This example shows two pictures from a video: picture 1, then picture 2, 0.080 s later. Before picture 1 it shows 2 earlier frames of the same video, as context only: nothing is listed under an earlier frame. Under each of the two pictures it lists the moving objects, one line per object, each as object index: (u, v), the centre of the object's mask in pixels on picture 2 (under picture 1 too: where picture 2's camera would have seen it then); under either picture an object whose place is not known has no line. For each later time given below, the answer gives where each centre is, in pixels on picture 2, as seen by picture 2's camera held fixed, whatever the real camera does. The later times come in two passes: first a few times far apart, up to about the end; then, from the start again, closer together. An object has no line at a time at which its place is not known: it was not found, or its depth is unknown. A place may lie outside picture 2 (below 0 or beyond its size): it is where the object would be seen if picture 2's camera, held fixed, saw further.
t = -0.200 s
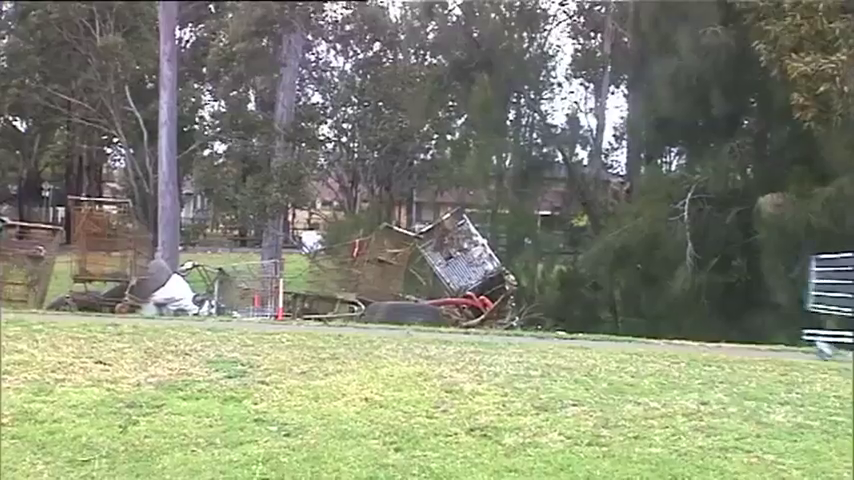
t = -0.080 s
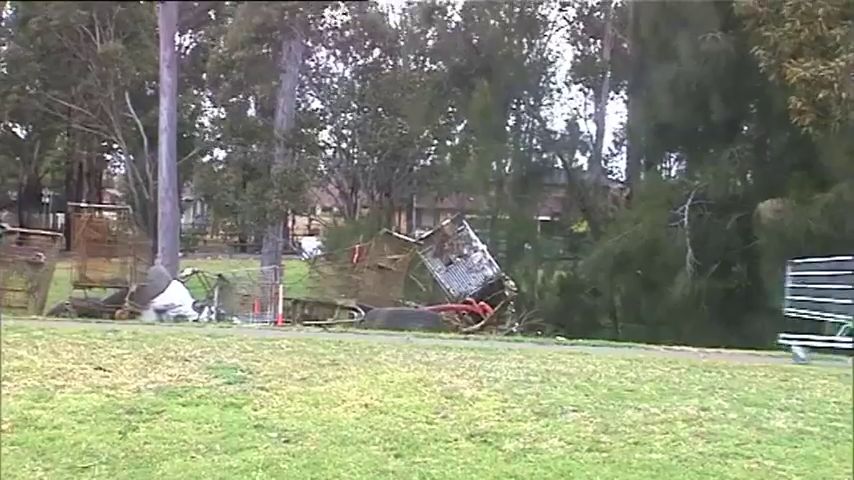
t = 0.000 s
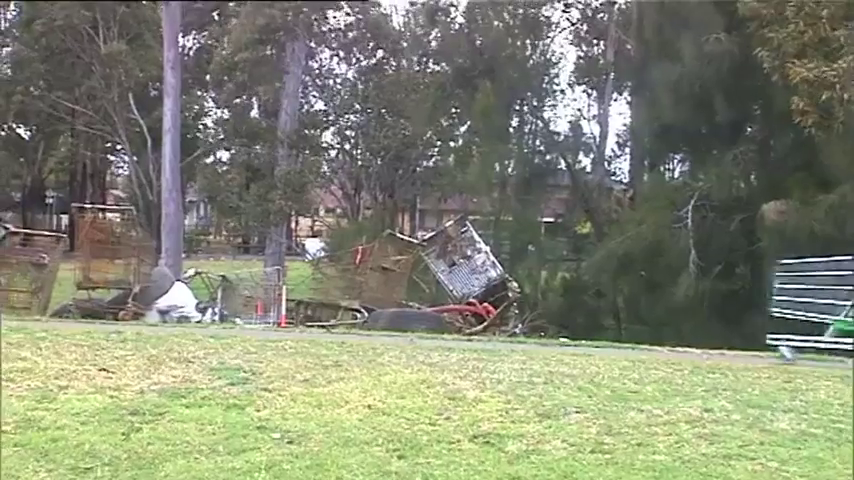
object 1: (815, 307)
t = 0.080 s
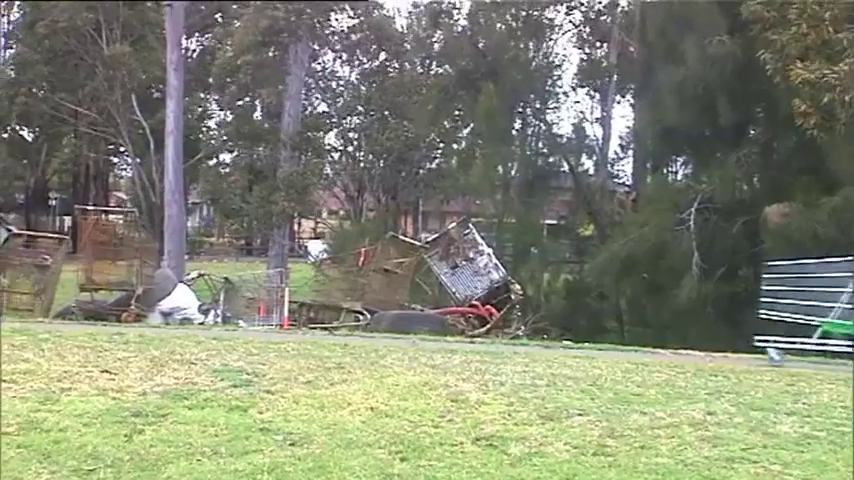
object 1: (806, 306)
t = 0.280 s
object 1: (779, 302)
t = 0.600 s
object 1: (727, 299)
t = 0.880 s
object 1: (688, 297)
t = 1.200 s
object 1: (648, 295)
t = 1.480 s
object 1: (618, 293)
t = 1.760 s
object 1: (594, 290)
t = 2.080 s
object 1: (571, 289)
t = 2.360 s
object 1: (556, 287)
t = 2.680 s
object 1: (543, 286)
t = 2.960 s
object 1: (536, 285)
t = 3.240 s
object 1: (525, 283)
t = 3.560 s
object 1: (519, 282)
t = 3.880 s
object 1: (510, 282)
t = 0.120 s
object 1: (801, 306)
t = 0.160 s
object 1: (797, 305)
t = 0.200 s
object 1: (792, 304)
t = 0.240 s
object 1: (785, 304)
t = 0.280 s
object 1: (779, 302)
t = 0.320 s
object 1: (772, 302)
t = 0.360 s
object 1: (765, 302)
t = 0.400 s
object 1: (759, 301)
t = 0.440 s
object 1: (752, 301)
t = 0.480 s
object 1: (746, 300)
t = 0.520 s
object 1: (740, 300)
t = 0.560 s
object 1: (733, 300)
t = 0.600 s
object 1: (727, 299)
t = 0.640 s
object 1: (722, 299)
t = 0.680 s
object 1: (716, 299)
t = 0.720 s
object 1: (710, 299)
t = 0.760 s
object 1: (704, 299)
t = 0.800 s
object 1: (699, 298)
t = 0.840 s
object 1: (693, 298)
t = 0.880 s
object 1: (688, 297)
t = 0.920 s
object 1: (682, 297)
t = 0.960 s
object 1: (677, 297)
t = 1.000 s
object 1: (672, 296)
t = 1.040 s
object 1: (667, 296)
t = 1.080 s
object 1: (662, 296)
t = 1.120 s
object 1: (658, 295)
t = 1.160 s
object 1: (652, 295)
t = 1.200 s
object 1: (648, 295)
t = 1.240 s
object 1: (644, 295)
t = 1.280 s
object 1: (639, 295)
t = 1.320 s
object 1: (635, 294)
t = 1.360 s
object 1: (631, 294)
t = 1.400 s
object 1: (626, 294)
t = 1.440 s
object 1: (622, 293)
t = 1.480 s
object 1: (618, 293)
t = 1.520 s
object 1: (615, 292)
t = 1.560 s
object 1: (611, 292)
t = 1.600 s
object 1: (608, 292)
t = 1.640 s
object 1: (604, 291)
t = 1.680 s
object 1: (601, 291)
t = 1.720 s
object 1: (598, 291)
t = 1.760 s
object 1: (594, 290)
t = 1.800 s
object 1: (591, 290)
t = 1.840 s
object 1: (588, 290)
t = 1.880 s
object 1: (585, 290)
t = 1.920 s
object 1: (582, 290)
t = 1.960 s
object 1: (579, 289)
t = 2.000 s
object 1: (577, 289)
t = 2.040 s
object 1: (574, 289)
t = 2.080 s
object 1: (571, 289)
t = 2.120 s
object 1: (568, 289)
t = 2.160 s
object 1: (566, 288)
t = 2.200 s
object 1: (564, 288)
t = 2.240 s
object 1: (562, 288)
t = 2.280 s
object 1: (560, 288)
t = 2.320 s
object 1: (558, 287)
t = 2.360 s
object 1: (556, 287)
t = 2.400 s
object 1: (554, 287)
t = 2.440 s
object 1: (552, 287)
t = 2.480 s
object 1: (550, 288)
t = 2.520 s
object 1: (549, 287)
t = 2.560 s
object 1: (547, 287)
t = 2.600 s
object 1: (546, 286)
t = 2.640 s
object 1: (544, 286)
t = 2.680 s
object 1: (543, 286)
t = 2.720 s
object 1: (542, 286)
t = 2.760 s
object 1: (540, 286)
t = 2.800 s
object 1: (539, 286)
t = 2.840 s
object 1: (539, 285)
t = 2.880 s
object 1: (537, 285)
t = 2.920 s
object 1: (537, 285)
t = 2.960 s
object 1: (536, 285)
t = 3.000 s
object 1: (532, 284)
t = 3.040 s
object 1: (534, 285)
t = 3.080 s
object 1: (529, 283)
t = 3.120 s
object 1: (528, 283)
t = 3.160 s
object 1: (527, 283)
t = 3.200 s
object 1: (526, 283)
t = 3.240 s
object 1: (525, 283)
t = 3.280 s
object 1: (524, 282)
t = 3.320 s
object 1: (523, 282)
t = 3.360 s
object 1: (522, 282)
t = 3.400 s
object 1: (521, 282)
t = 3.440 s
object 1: (520, 282)
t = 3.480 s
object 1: (519, 282)
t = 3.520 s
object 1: (518, 282)
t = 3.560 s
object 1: (519, 282)
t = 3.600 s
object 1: (518, 282)
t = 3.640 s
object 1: (515, 282)
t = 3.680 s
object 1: (517, 283)
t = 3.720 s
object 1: (517, 282)
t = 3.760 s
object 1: (515, 283)
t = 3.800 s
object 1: (516, 284)
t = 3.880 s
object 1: (510, 282)
